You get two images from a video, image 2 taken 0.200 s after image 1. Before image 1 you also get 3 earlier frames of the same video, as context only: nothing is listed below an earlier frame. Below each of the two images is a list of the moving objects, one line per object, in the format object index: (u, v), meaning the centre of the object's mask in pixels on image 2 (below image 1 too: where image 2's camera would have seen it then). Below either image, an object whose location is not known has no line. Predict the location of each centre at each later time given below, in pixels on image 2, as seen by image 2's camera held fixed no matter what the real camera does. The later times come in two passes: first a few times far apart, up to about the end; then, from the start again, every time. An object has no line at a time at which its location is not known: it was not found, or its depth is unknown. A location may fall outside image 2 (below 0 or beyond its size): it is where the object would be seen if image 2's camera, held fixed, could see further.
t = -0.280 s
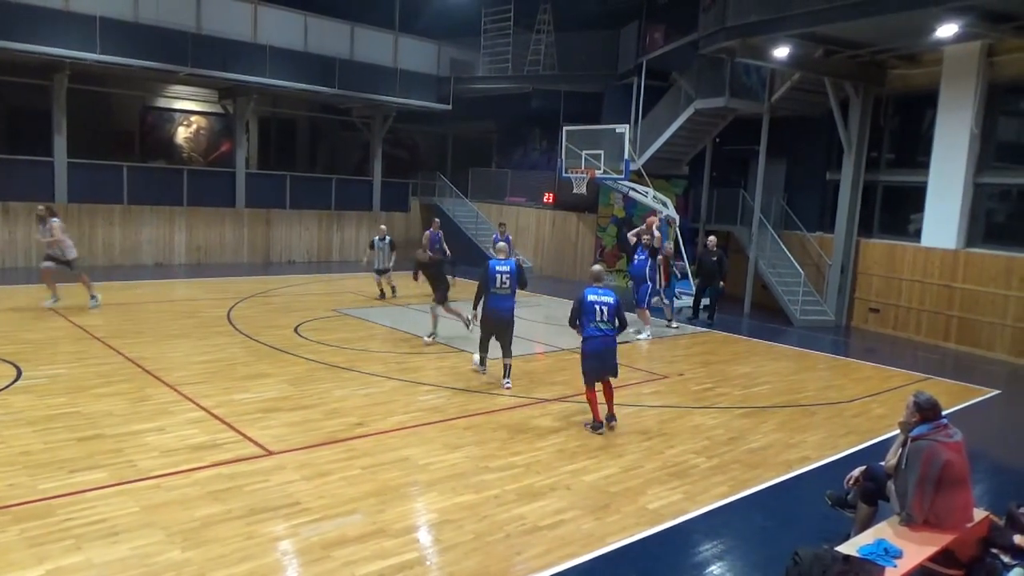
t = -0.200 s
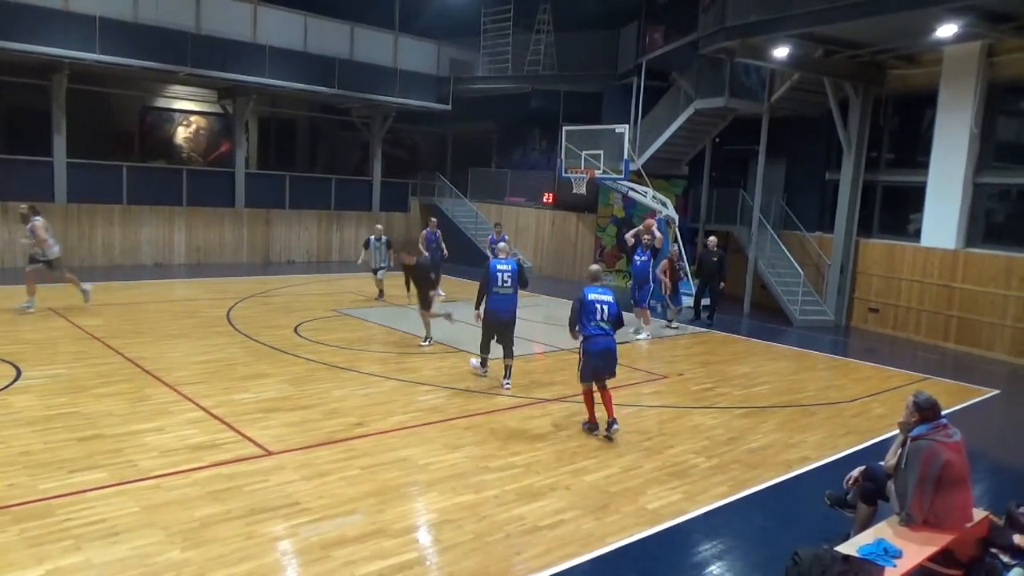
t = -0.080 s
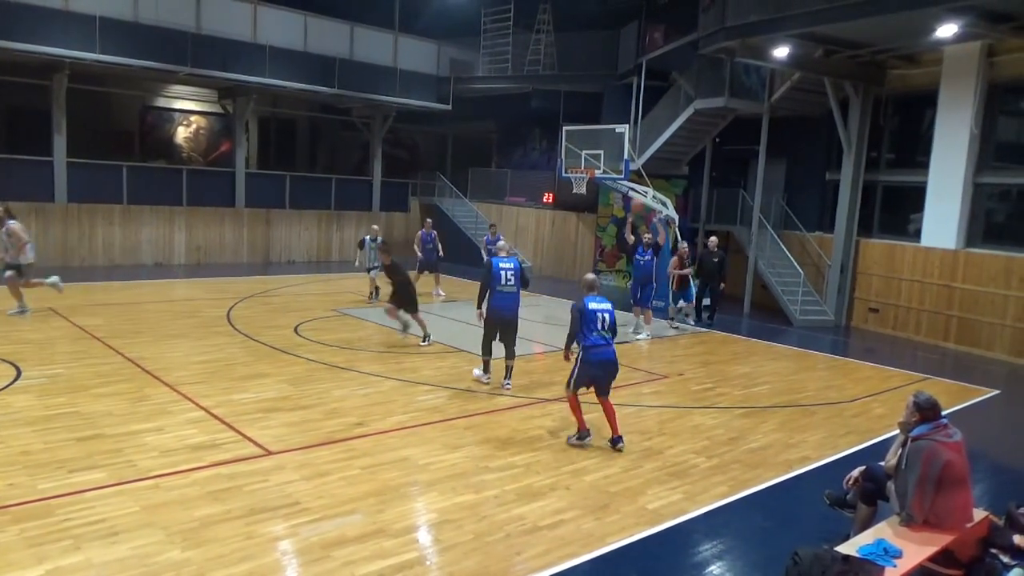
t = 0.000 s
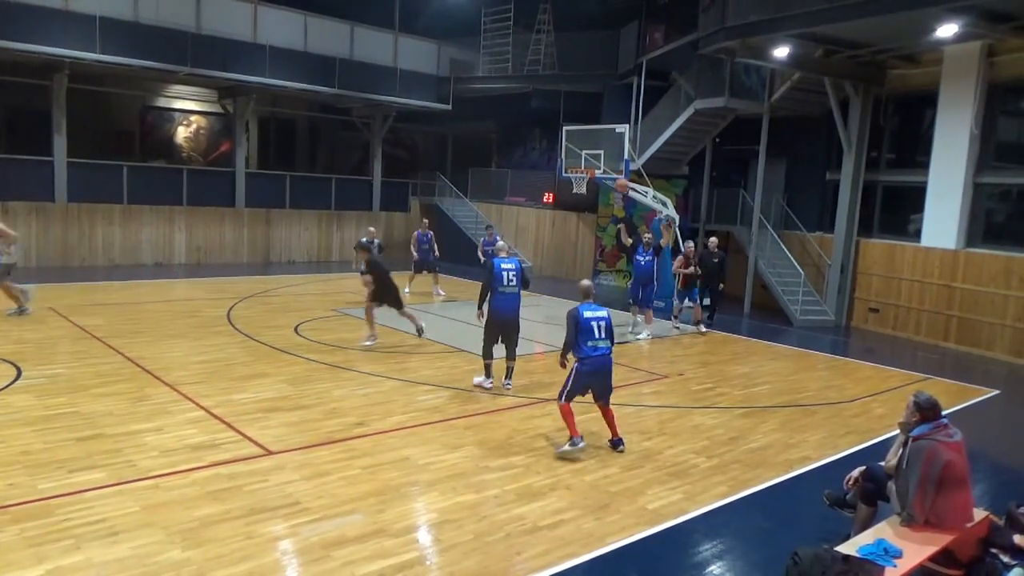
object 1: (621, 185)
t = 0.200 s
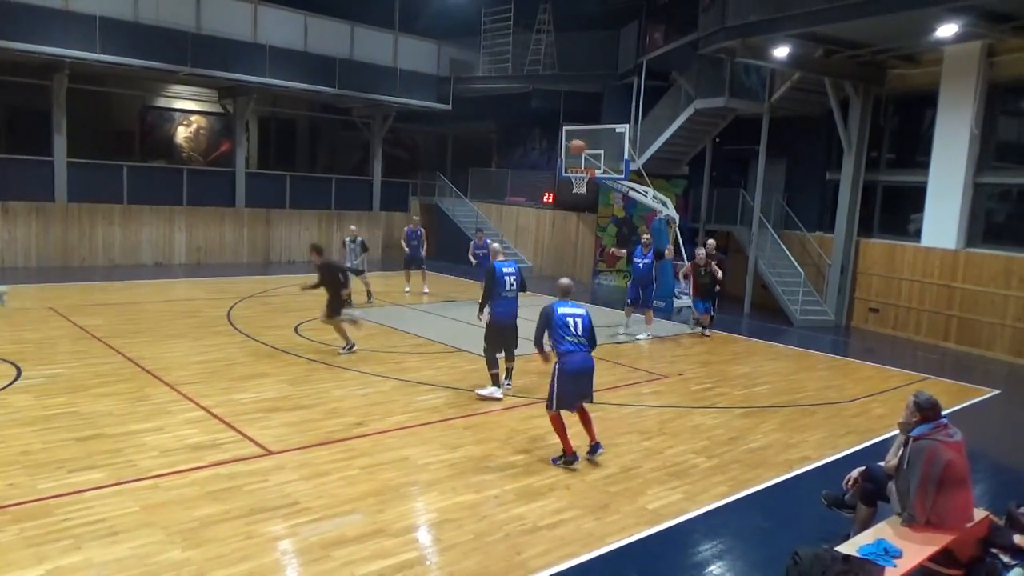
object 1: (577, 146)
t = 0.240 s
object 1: (566, 143)
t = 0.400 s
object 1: (518, 131)
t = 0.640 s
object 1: (414, 149)
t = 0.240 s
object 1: (566, 143)
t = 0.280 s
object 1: (555, 138)
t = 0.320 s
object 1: (544, 135)
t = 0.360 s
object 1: (531, 132)
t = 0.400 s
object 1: (518, 131)
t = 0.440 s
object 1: (505, 130)
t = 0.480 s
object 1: (490, 131)
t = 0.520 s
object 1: (473, 133)
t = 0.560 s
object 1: (454, 137)
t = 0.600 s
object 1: (435, 142)
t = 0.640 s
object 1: (414, 149)
